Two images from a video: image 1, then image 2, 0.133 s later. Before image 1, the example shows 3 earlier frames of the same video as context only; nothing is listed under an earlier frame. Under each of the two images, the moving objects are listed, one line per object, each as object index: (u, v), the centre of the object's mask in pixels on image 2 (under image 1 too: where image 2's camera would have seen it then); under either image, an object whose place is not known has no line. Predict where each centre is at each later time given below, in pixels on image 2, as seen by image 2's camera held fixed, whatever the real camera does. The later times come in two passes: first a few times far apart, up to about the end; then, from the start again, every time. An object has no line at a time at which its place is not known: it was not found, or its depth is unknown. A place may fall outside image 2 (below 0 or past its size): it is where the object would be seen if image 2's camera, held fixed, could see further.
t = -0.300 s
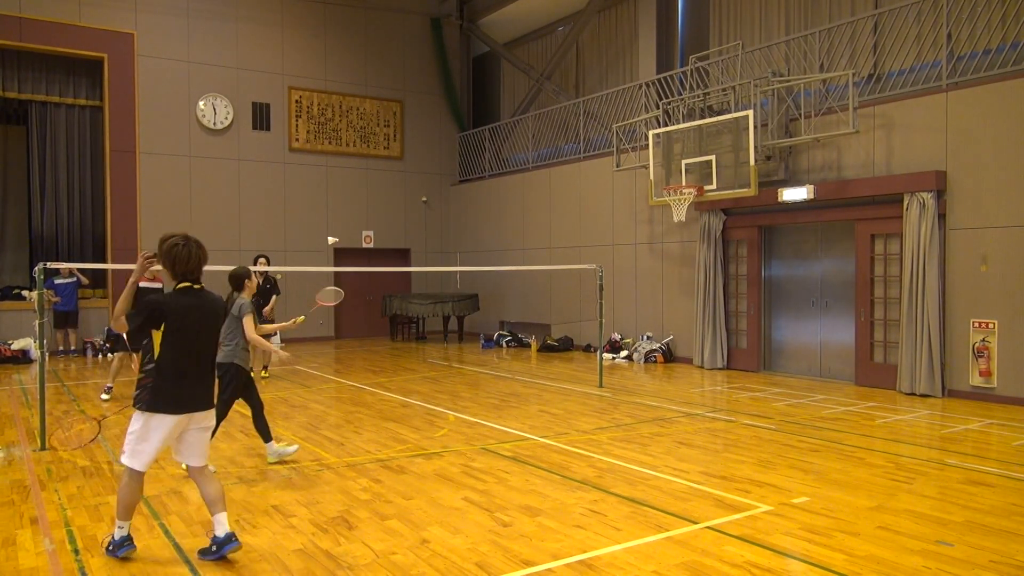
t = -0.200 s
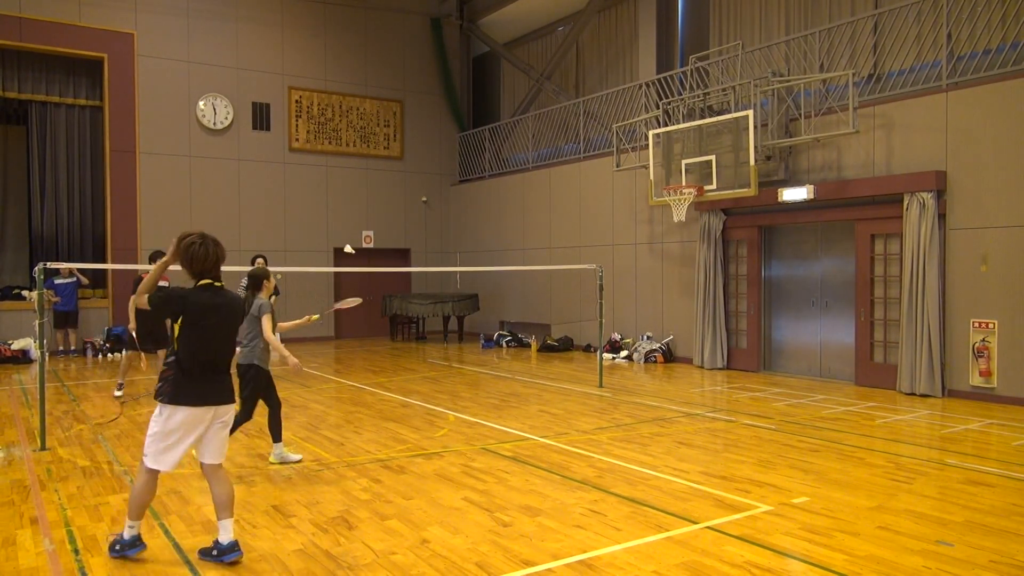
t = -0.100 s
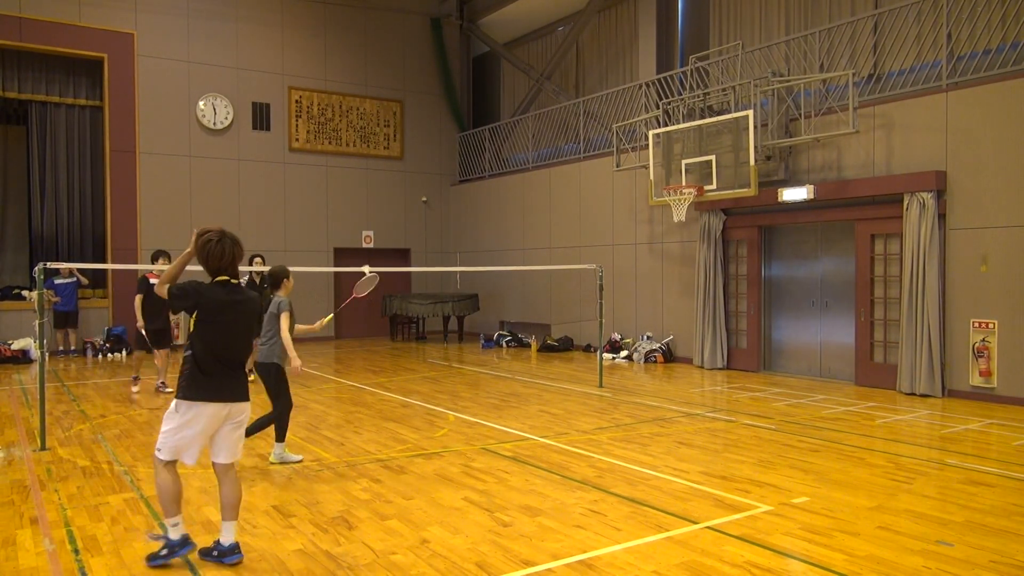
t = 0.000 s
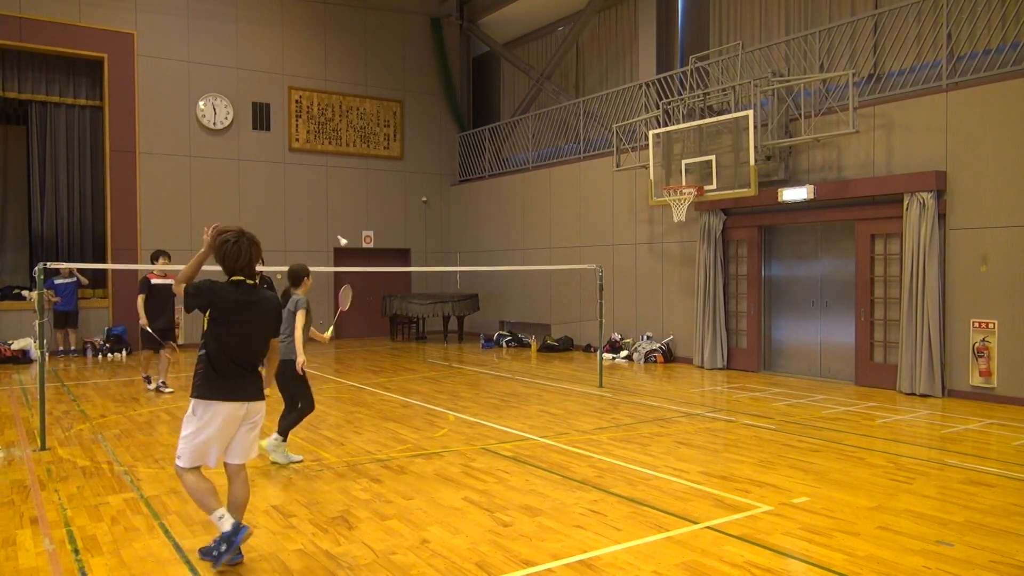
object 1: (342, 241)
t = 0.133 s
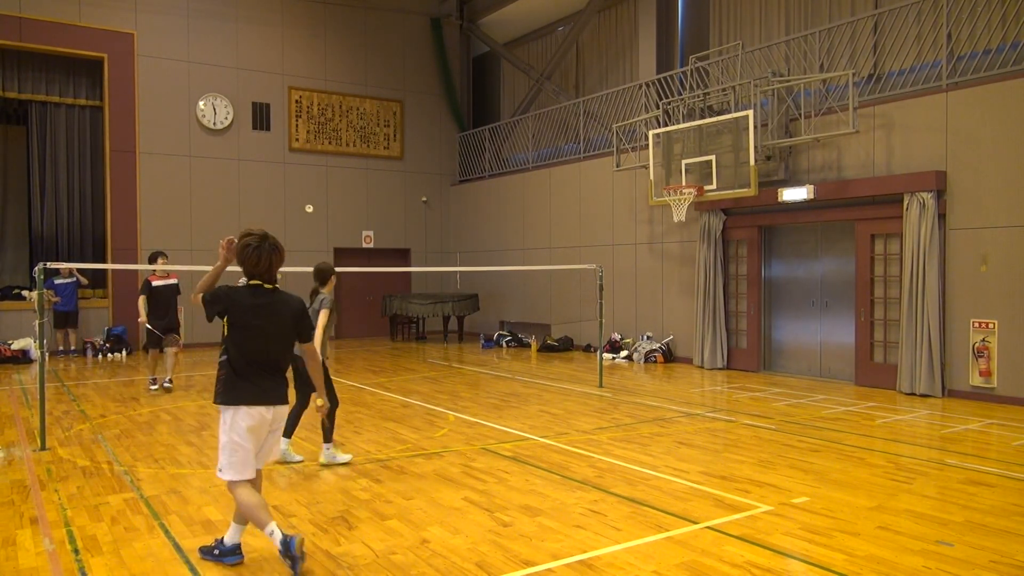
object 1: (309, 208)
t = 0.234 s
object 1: (294, 198)
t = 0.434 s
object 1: (266, 211)
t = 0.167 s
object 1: (303, 204)
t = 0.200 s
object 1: (298, 200)
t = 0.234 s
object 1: (294, 198)
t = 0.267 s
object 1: (288, 197)
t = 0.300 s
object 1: (284, 198)
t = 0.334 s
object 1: (279, 200)
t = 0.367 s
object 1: (274, 203)
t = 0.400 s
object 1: (270, 207)
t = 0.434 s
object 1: (266, 211)
